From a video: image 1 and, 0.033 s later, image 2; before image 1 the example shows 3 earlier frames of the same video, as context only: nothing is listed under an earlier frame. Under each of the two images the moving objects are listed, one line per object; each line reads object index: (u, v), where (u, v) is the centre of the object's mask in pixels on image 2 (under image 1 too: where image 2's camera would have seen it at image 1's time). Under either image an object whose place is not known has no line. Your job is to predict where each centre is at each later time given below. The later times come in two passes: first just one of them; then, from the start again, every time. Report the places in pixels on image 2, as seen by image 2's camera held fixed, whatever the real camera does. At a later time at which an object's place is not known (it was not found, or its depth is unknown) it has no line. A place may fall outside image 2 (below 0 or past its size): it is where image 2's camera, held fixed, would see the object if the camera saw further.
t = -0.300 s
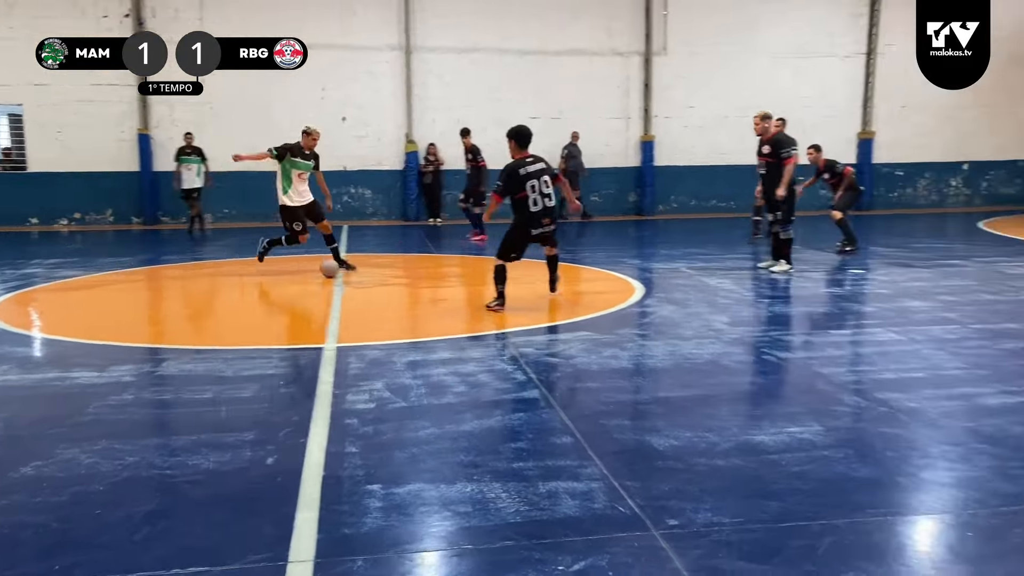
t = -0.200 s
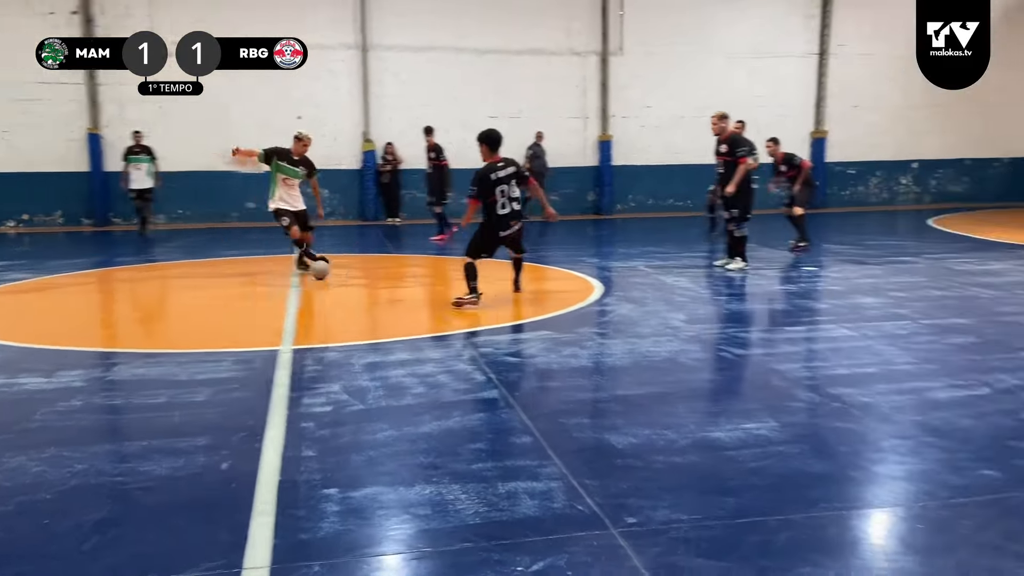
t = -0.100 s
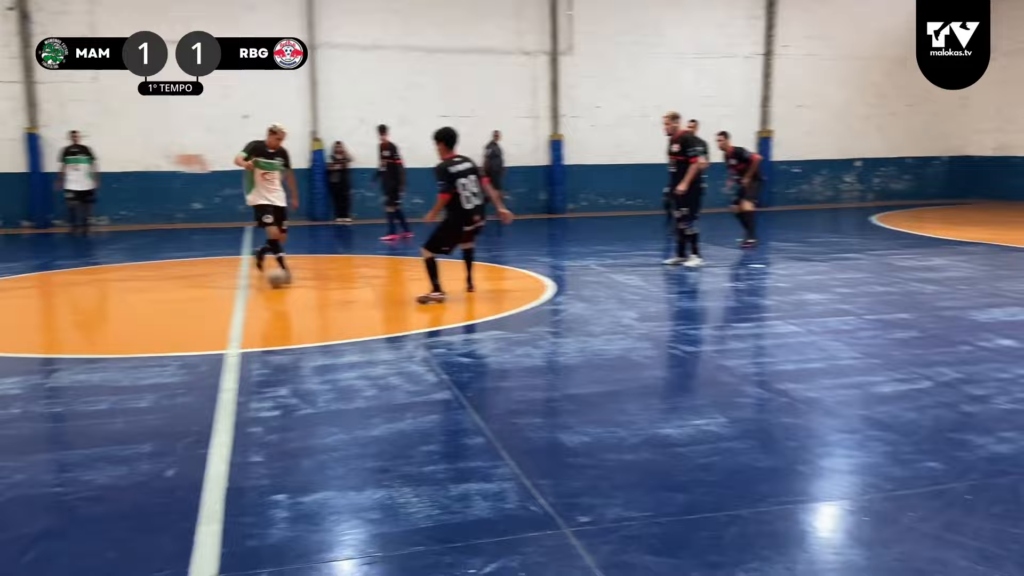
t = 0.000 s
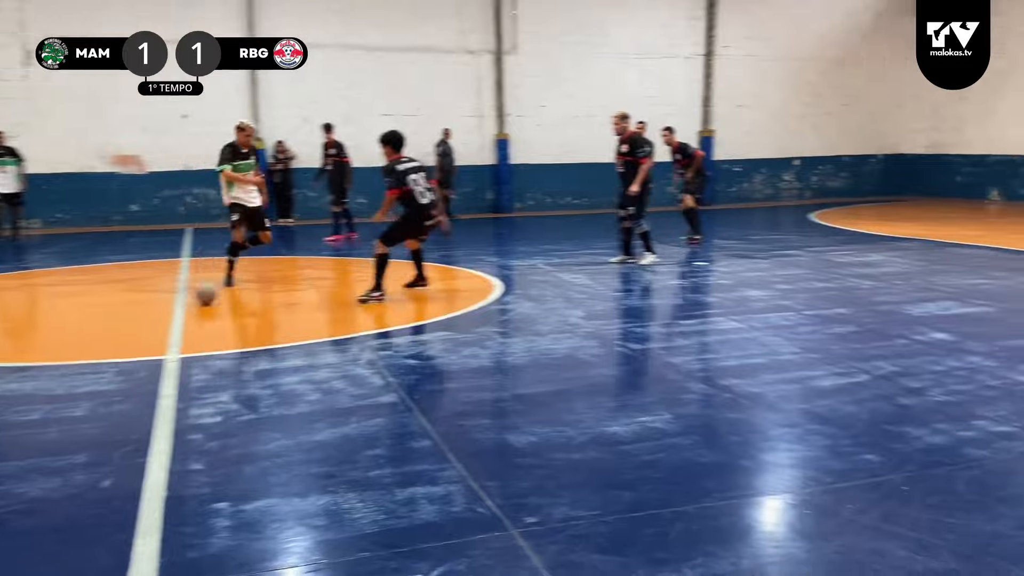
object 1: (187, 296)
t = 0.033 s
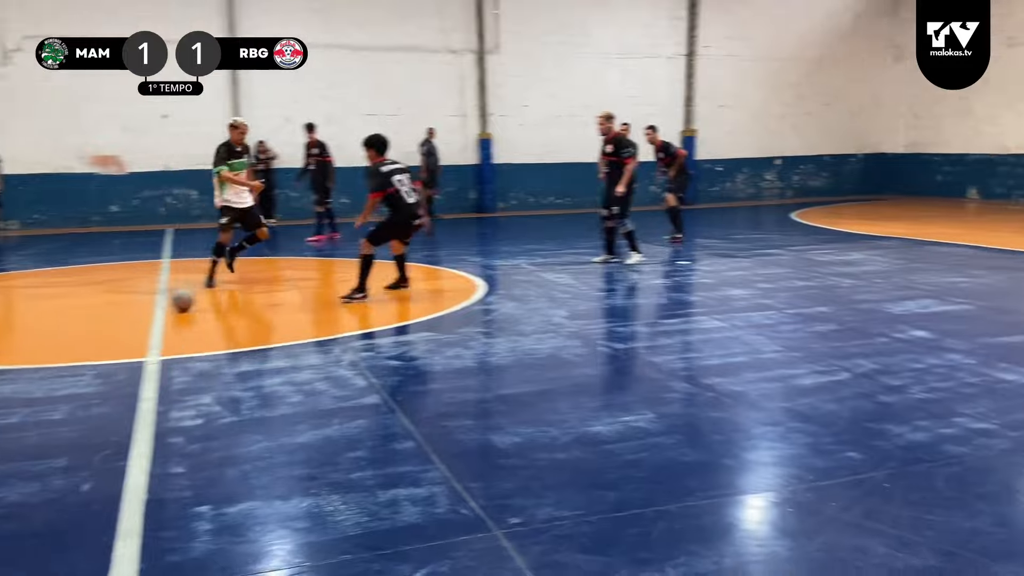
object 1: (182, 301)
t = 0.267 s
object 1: (154, 339)
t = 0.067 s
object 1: (178, 305)
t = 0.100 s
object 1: (173, 311)
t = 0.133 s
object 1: (169, 316)
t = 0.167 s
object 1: (166, 321)
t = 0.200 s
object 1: (162, 327)
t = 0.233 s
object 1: (158, 333)
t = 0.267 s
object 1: (154, 339)
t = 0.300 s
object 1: (150, 345)
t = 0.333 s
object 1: (145, 352)
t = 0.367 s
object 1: (141, 361)
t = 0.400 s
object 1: (136, 368)
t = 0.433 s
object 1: (131, 376)
